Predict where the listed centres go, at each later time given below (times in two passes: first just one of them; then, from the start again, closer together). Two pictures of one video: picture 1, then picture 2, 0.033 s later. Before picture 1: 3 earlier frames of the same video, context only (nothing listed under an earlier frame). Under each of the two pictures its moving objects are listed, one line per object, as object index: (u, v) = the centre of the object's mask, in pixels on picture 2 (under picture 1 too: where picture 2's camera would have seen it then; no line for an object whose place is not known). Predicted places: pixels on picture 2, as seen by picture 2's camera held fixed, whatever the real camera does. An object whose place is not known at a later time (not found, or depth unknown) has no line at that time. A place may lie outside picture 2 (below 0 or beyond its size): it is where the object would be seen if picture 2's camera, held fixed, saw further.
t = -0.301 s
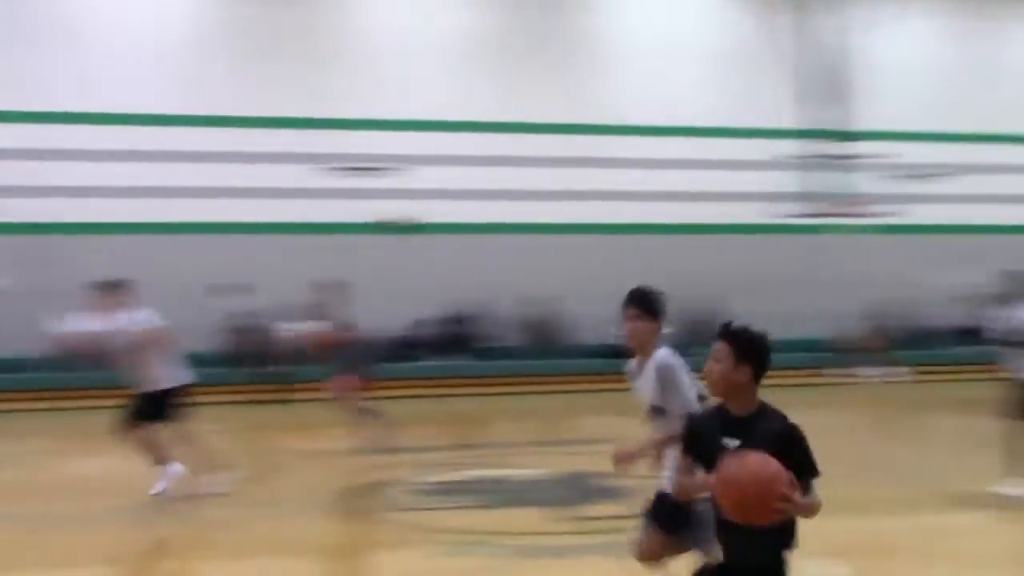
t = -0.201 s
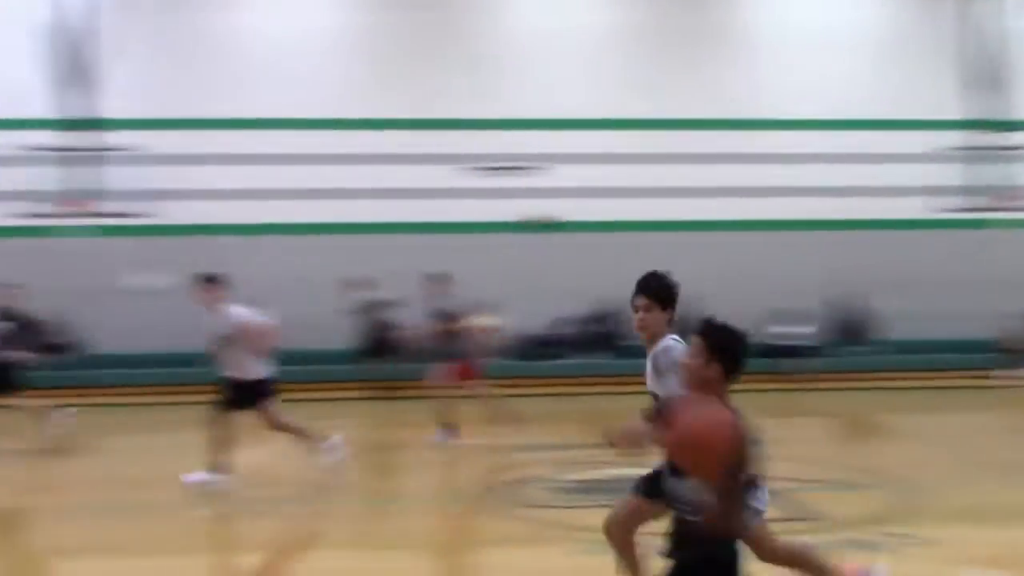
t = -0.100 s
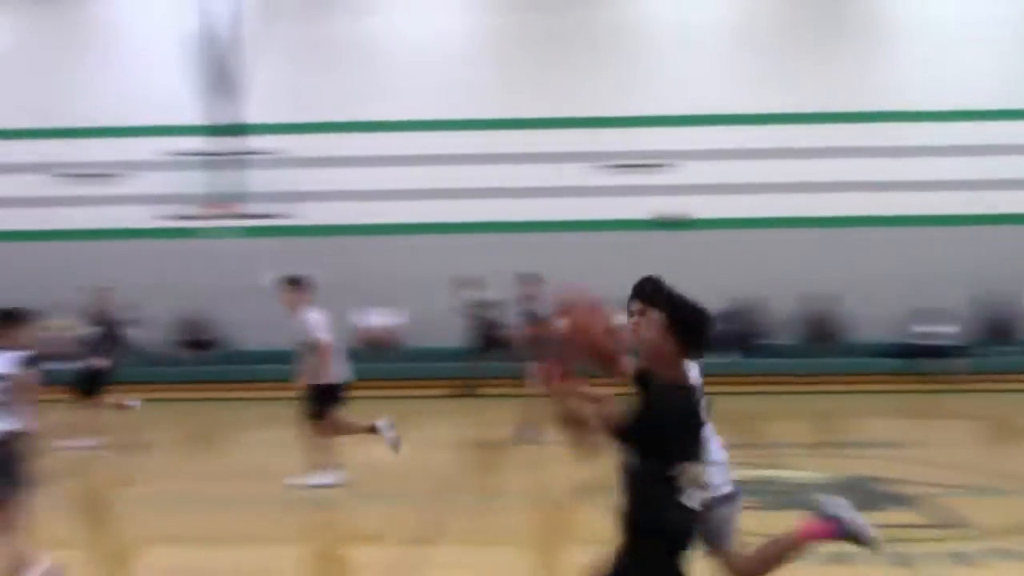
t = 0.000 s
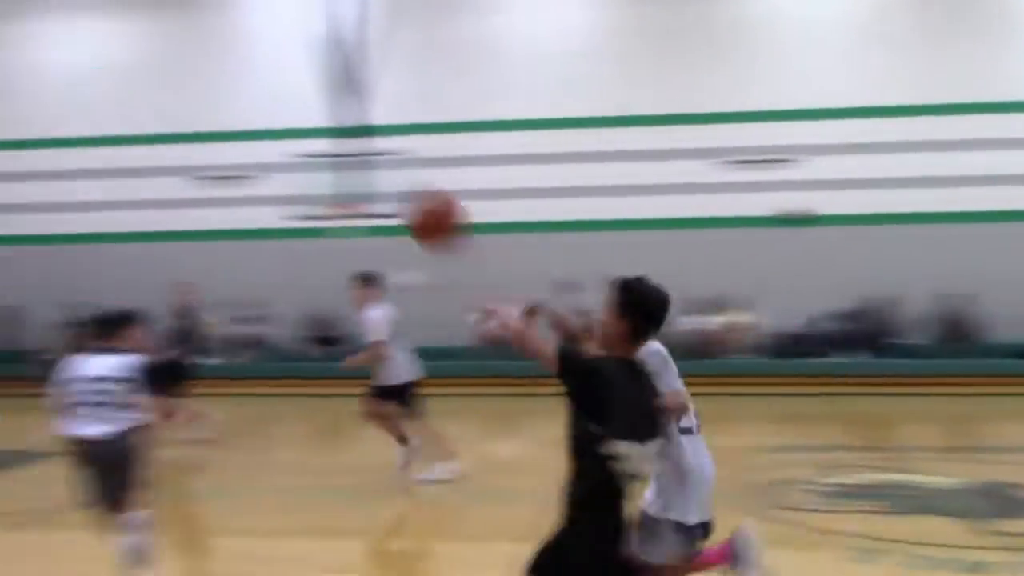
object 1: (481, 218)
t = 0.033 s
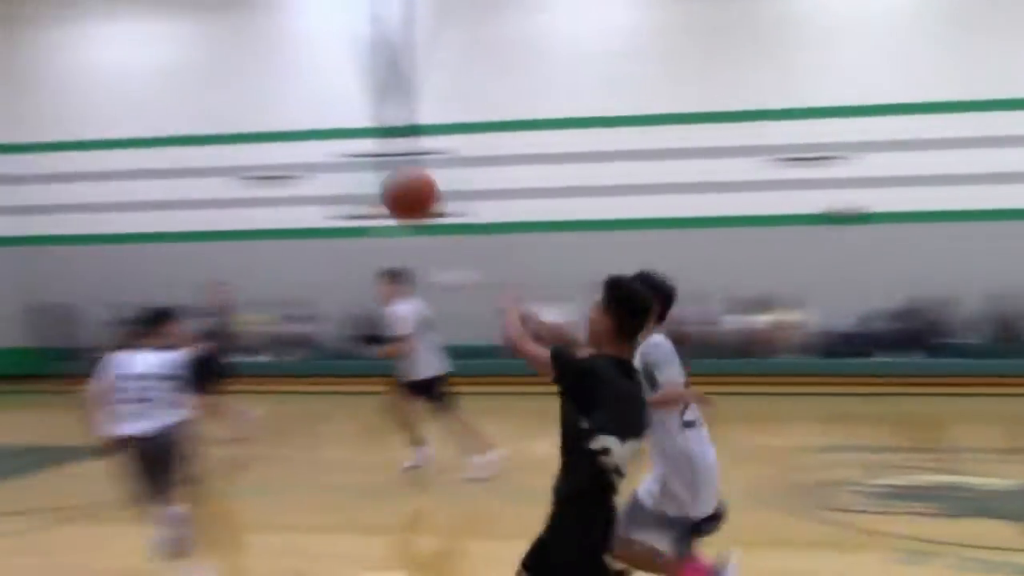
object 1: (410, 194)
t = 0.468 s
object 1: (-1, 191)
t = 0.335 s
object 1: (66, 160)
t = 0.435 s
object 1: (13, 182)
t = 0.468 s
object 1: (-1, 191)
